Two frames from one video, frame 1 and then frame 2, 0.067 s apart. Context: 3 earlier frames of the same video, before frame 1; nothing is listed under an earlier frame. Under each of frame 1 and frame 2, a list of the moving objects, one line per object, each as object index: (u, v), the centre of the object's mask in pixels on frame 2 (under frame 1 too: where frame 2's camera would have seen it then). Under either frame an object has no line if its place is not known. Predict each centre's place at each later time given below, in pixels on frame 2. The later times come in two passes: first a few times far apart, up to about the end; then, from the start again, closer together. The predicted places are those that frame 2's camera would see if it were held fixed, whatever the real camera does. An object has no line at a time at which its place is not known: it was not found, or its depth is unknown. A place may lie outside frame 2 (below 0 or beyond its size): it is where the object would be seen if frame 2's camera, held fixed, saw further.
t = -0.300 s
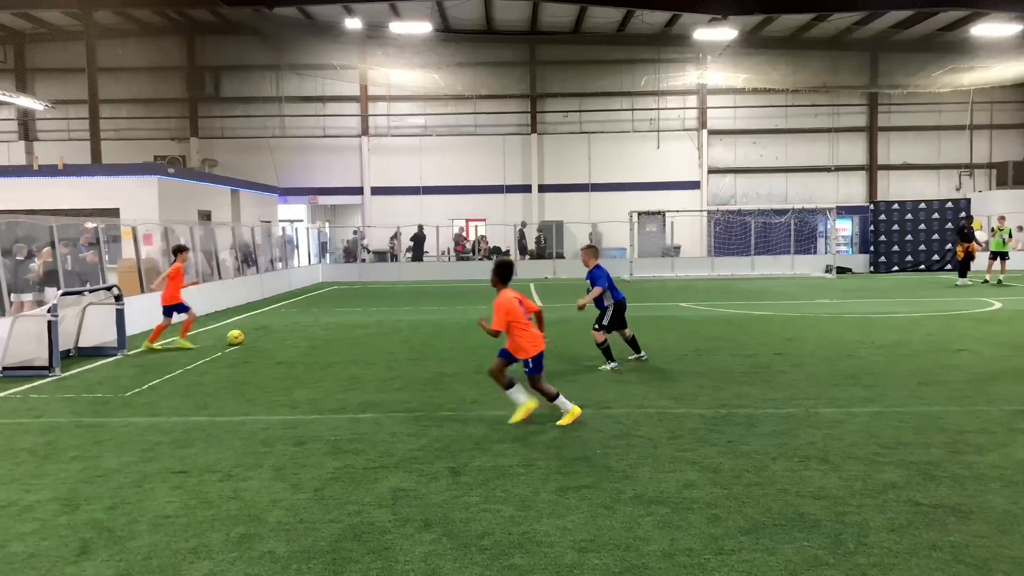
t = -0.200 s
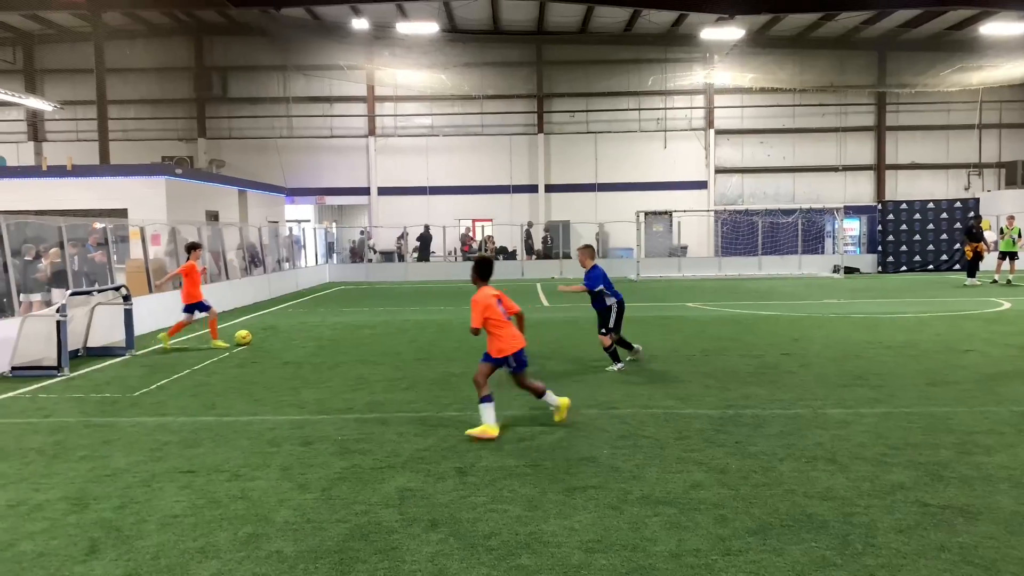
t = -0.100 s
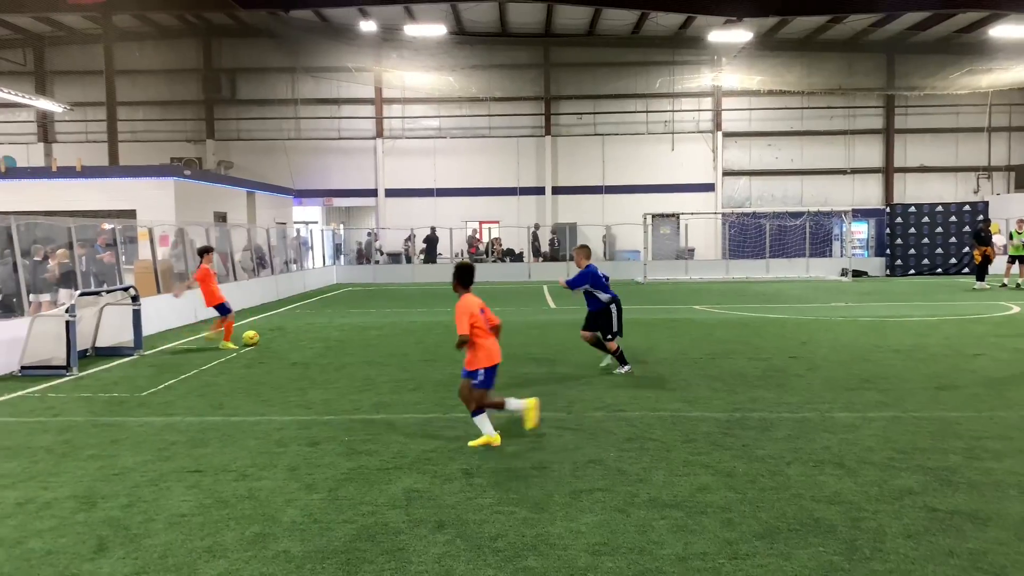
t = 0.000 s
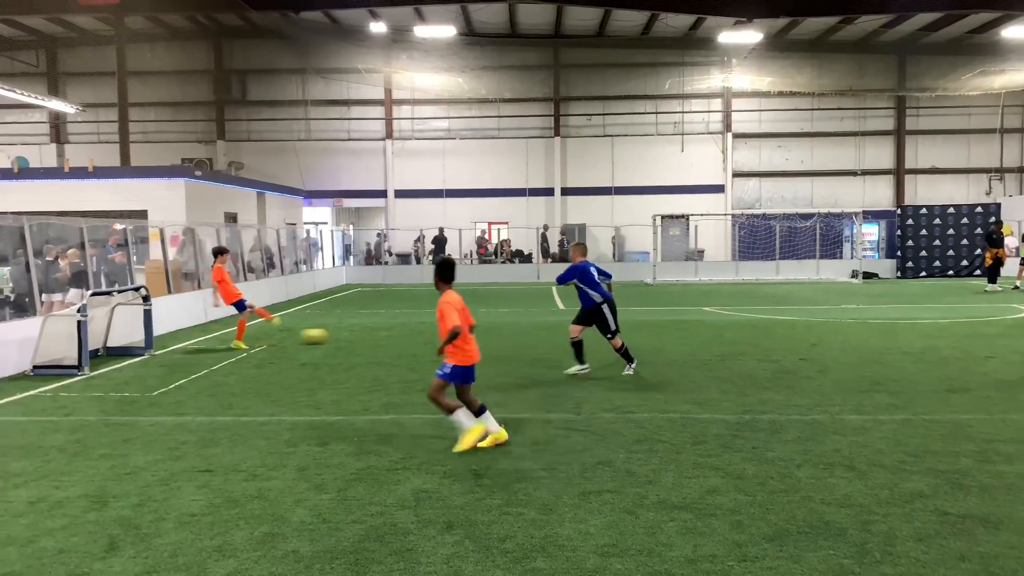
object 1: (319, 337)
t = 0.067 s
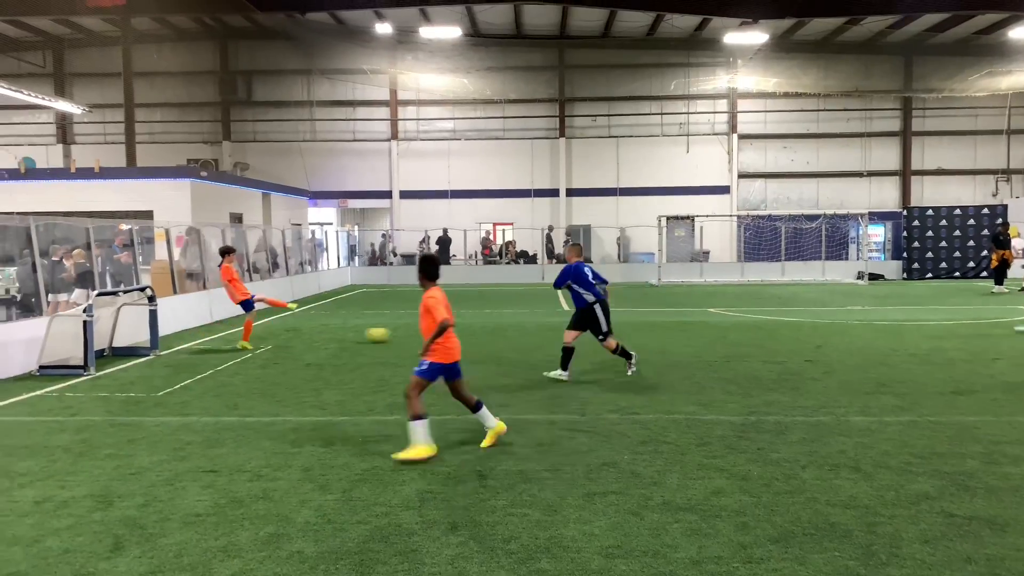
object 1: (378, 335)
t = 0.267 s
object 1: (524, 331)
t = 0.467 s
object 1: (639, 328)
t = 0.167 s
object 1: (456, 333)
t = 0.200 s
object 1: (480, 332)
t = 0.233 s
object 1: (503, 332)
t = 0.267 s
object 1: (524, 331)
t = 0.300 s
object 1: (538, 329)
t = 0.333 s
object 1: (572, 330)
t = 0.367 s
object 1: (586, 329)
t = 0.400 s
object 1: (604, 328)
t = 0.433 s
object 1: (622, 328)
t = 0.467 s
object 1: (639, 328)
